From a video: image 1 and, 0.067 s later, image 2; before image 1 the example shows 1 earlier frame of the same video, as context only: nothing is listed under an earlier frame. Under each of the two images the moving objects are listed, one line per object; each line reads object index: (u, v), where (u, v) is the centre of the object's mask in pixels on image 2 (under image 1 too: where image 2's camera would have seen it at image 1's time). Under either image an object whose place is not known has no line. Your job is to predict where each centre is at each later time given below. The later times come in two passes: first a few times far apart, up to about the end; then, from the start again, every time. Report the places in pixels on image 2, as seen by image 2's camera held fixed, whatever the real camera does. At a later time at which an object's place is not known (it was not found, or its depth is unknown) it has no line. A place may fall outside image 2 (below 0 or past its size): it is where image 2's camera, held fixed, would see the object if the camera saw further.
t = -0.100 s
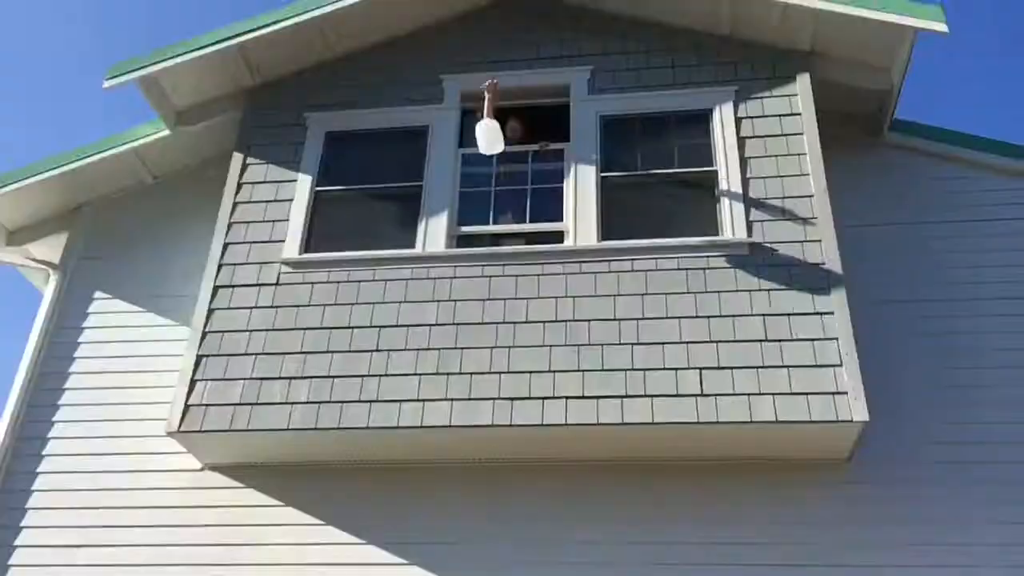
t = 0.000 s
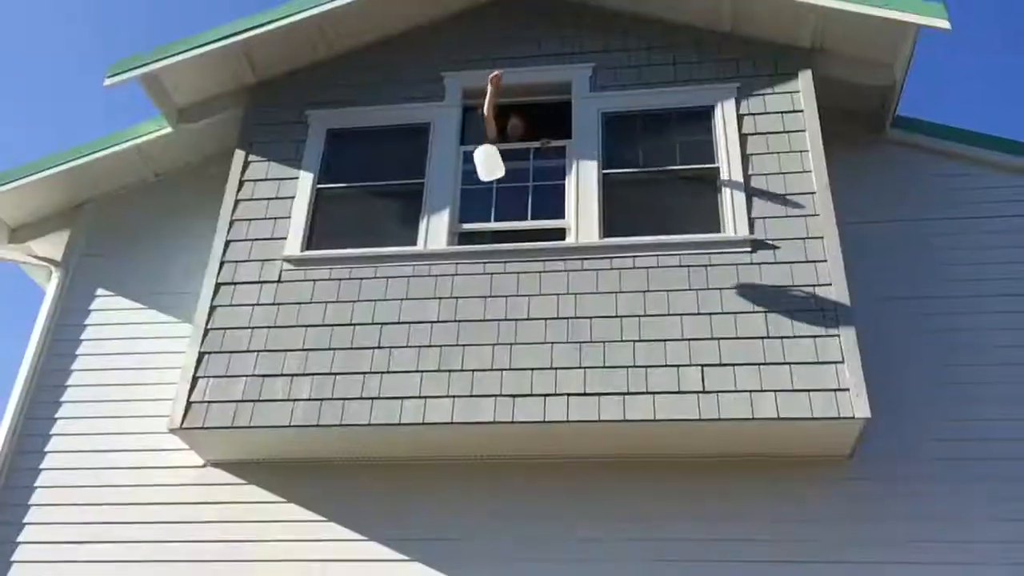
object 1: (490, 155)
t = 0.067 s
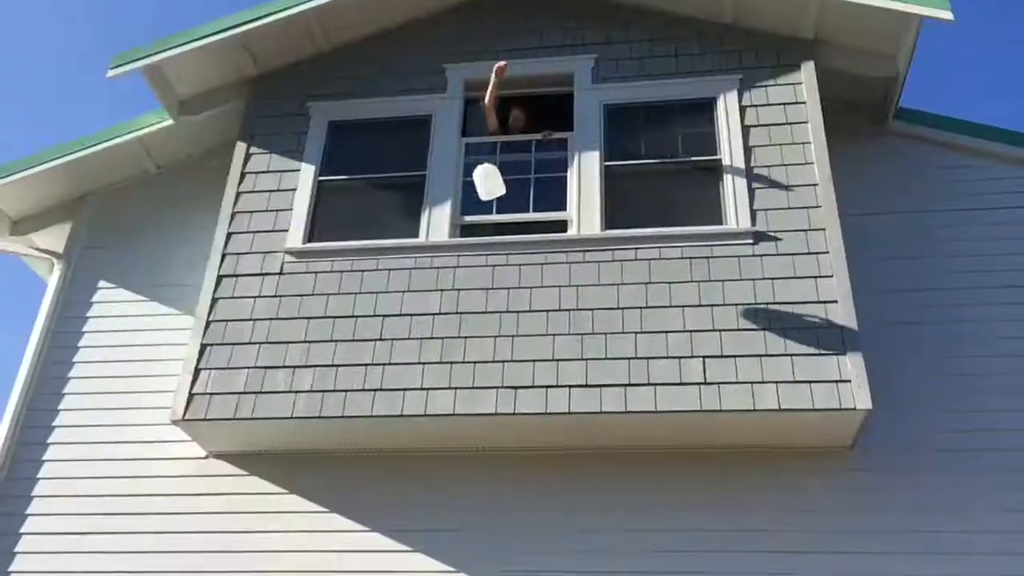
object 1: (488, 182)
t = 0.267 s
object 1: (481, 308)
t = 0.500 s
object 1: (467, 534)
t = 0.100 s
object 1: (487, 199)
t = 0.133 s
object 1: (486, 216)
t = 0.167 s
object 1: (485, 236)
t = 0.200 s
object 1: (484, 258)
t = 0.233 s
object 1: (482, 282)
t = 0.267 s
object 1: (481, 308)
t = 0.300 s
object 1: (479, 338)
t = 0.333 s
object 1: (477, 369)
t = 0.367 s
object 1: (474, 404)
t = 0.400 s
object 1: (472, 442)
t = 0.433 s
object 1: (470, 483)
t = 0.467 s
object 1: (467, 529)
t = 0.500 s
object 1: (467, 534)
